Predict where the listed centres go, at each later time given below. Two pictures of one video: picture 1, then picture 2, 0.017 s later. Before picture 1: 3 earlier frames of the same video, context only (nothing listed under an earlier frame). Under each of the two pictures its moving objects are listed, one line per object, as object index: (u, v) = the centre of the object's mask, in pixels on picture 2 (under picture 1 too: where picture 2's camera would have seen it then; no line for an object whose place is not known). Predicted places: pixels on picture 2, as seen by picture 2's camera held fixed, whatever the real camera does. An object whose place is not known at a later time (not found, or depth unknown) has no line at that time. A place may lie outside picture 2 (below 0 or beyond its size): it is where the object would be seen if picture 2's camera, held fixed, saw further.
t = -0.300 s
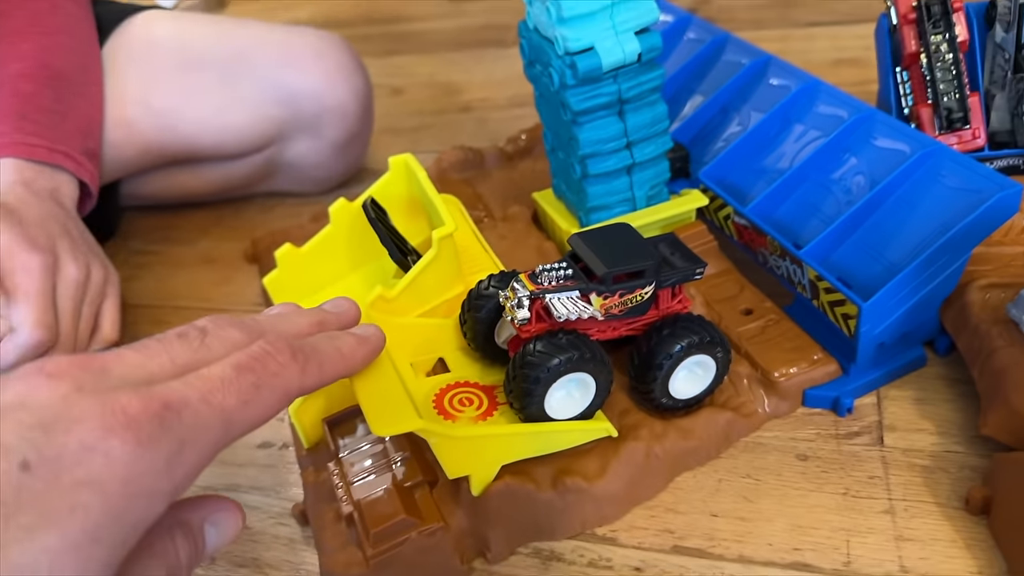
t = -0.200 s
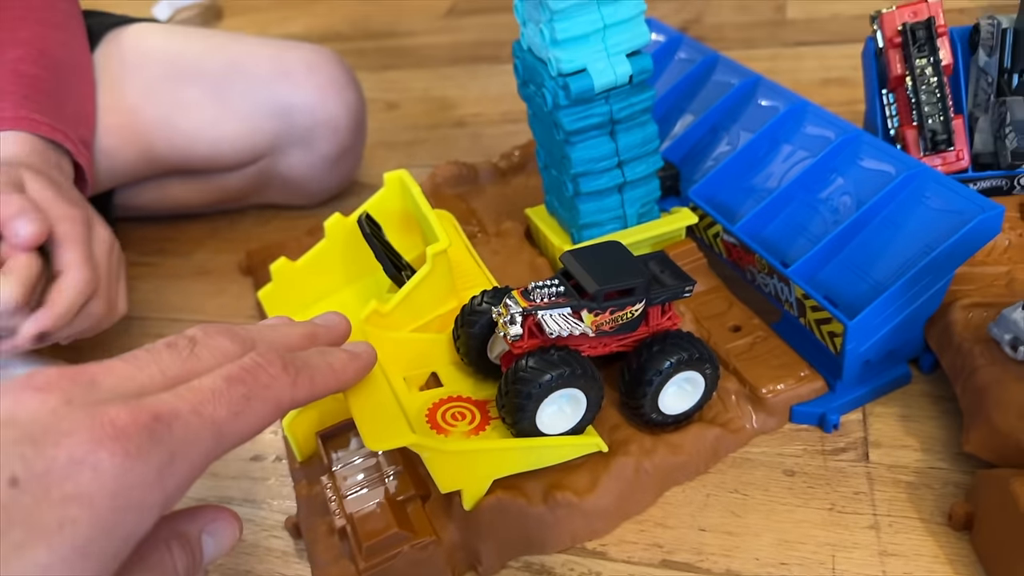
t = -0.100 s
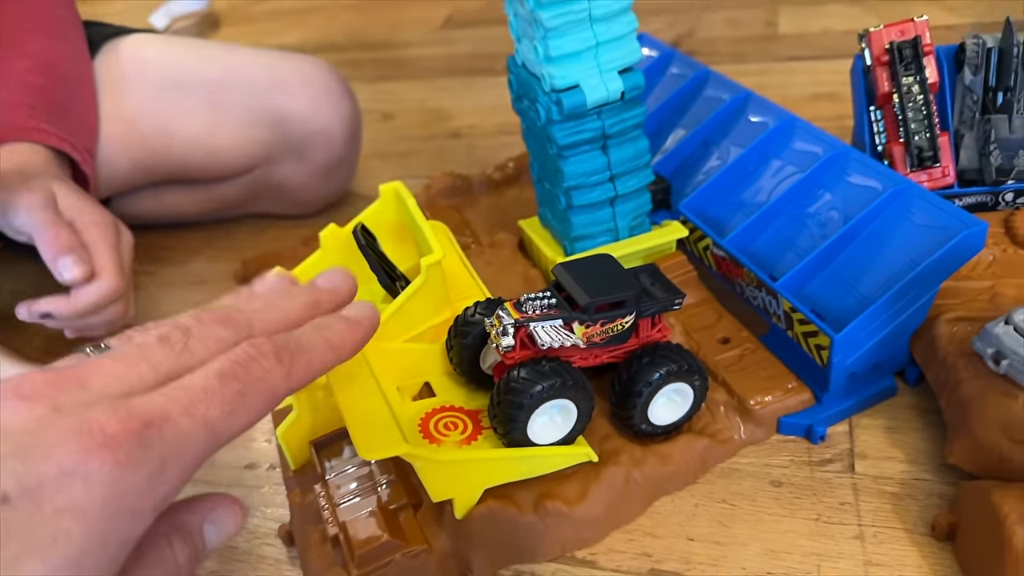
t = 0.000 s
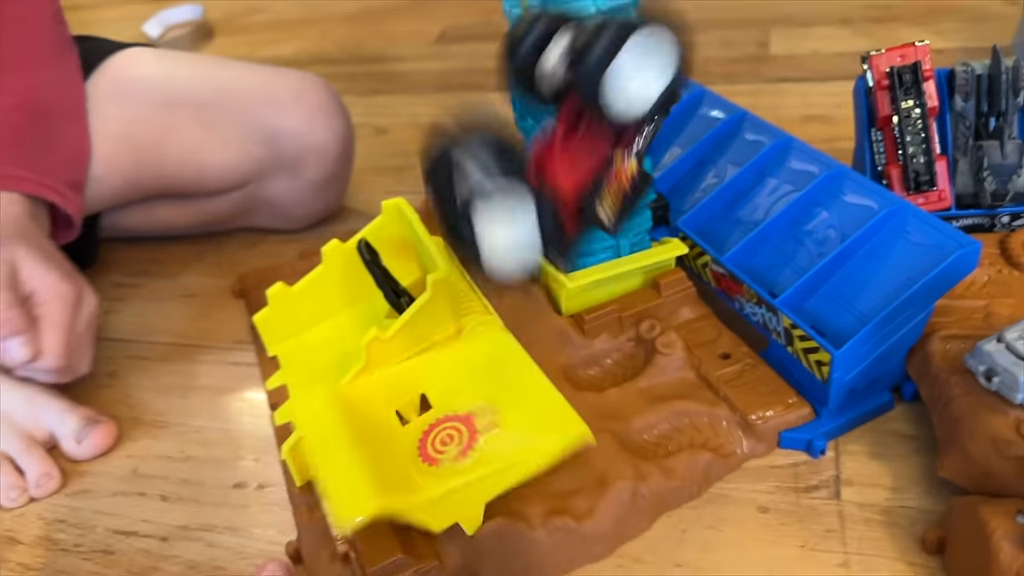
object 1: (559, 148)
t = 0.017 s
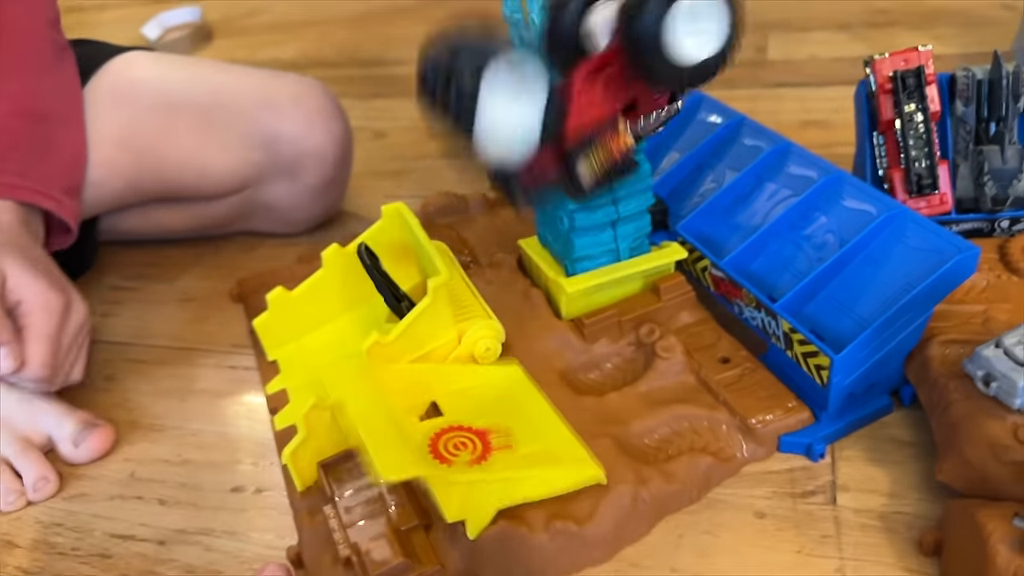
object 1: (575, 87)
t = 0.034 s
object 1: (599, 52)
